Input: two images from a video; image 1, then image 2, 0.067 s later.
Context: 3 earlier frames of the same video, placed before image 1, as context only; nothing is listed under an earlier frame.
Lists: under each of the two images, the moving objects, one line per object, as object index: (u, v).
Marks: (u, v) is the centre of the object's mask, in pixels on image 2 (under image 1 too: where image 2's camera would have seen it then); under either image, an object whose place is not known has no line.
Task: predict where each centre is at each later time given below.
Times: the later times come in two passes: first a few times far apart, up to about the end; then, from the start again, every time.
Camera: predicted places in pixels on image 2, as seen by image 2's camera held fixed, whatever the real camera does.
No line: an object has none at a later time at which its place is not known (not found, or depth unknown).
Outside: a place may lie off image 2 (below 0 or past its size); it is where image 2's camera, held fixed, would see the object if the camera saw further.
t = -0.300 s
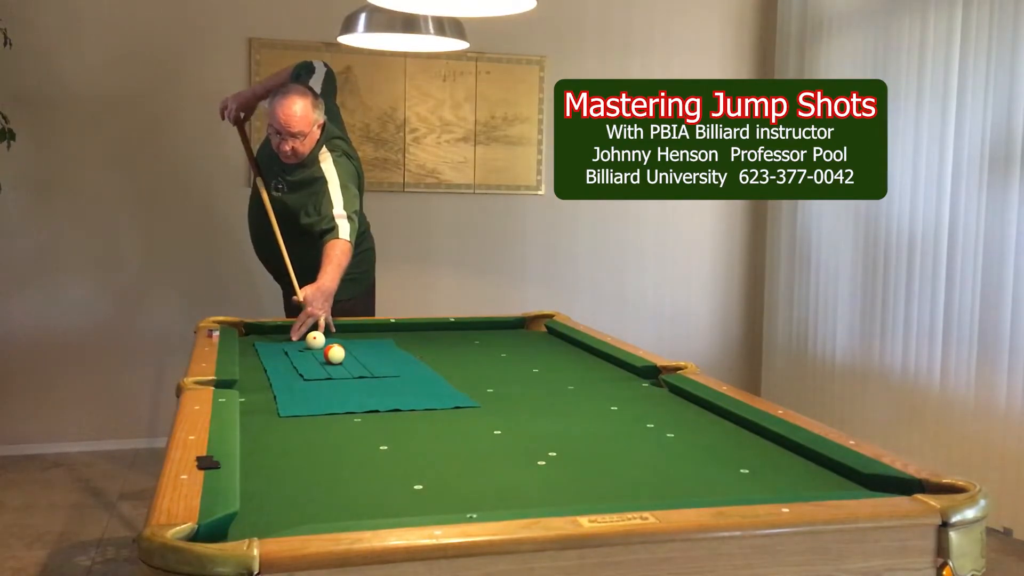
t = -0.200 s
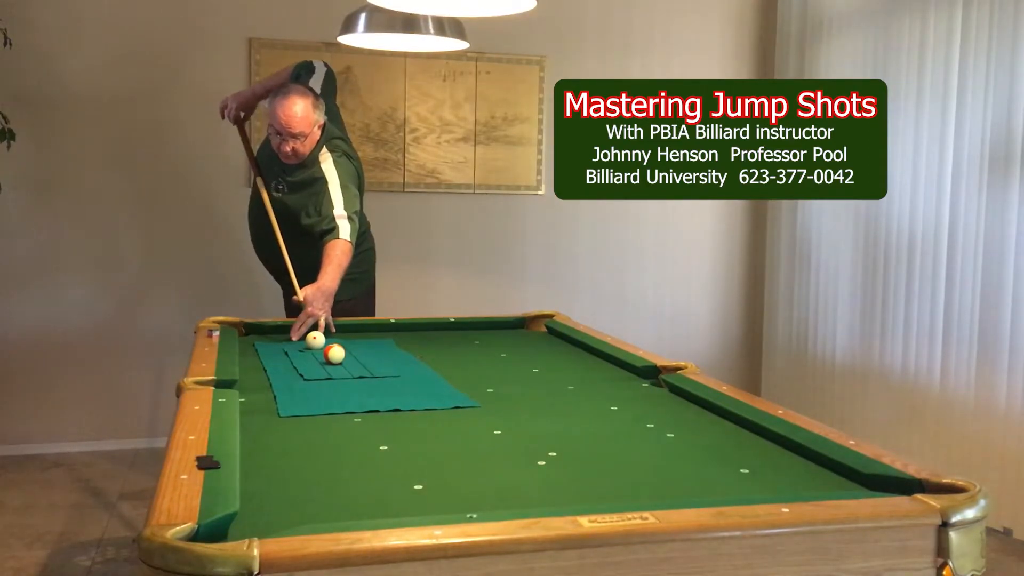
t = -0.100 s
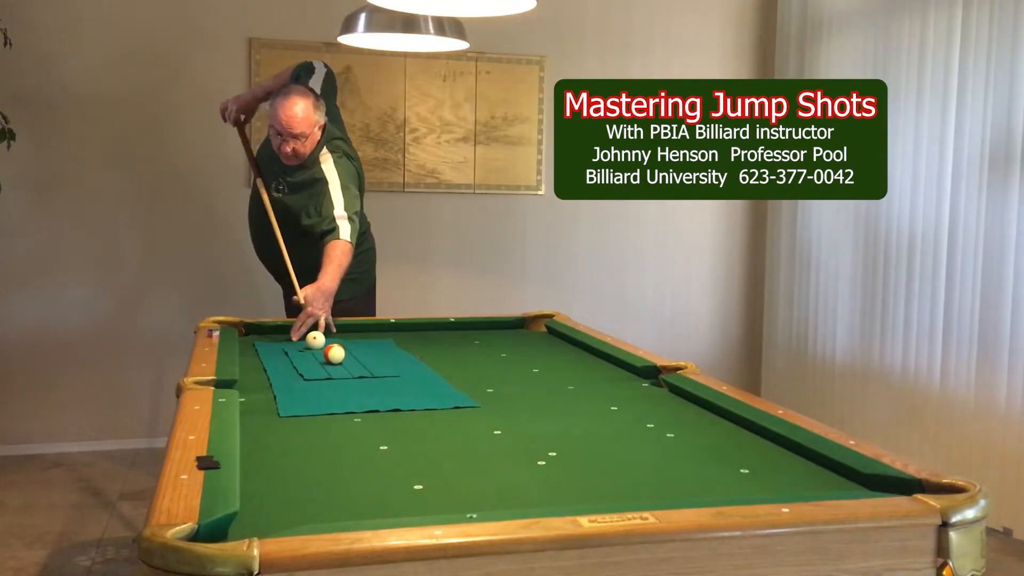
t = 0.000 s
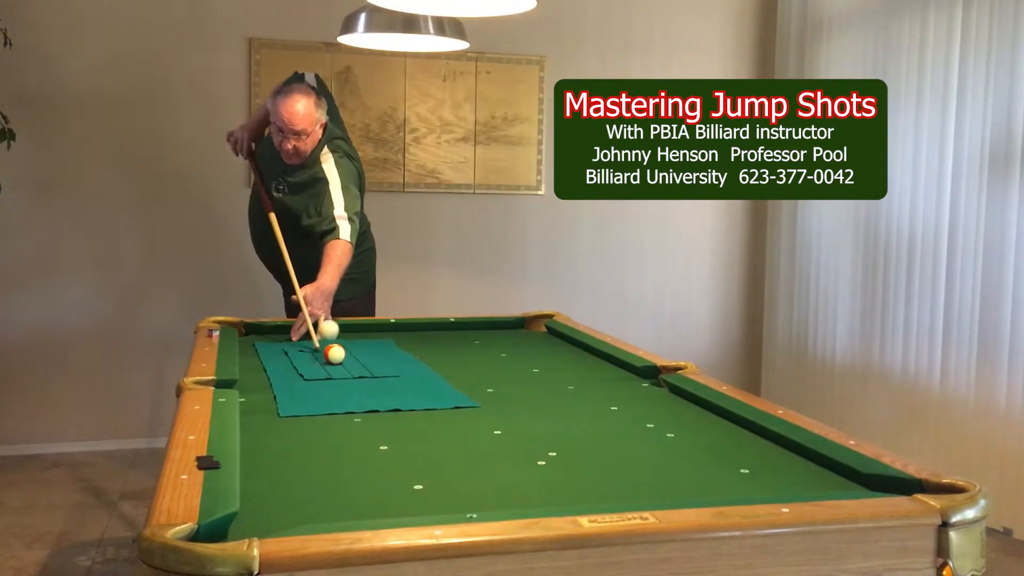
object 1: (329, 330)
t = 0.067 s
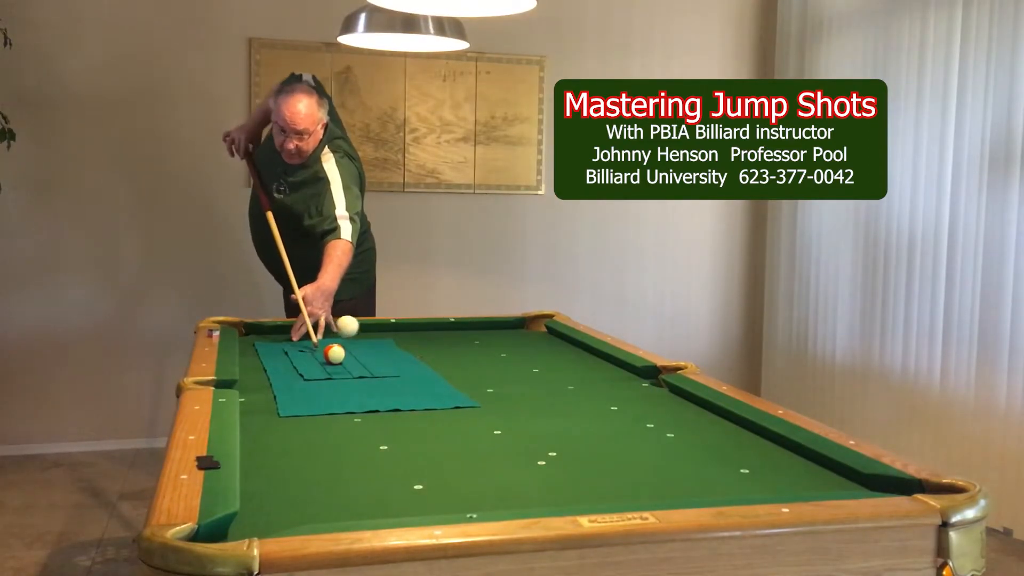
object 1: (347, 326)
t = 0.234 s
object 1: (409, 395)
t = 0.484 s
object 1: (551, 482)
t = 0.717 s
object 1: (529, 430)
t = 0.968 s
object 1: (492, 384)
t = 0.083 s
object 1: (352, 328)
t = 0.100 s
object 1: (358, 330)
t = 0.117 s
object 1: (364, 334)
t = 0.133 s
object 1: (370, 339)
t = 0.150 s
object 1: (375, 345)
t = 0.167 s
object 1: (382, 353)
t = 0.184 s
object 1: (388, 362)
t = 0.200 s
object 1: (395, 373)
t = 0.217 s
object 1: (402, 386)
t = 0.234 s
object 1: (409, 395)
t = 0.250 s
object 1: (416, 393)
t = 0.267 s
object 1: (423, 394)
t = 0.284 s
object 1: (430, 395)
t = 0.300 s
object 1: (438, 398)
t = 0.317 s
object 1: (446, 403)
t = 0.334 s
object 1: (455, 410)
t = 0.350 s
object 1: (463, 417)
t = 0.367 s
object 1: (472, 428)
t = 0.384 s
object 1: (482, 439)
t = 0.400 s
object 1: (492, 445)
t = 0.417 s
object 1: (503, 448)
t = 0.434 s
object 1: (514, 454)
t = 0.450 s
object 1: (526, 461)
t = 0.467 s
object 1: (538, 472)
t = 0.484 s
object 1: (551, 482)
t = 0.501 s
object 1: (564, 488)
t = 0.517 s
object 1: (578, 492)
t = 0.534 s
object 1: (584, 491)
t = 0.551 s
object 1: (580, 482)
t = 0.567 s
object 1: (573, 470)
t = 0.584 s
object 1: (567, 460)
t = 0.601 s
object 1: (562, 453)
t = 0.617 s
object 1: (557, 447)
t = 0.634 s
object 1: (551, 443)
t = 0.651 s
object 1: (546, 441)
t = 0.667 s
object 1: (542, 440)
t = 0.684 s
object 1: (537, 442)
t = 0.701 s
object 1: (533, 438)
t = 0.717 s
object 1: (529, 430)
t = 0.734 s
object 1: (525, 425)
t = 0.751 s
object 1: (522, 421)
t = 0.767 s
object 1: (519, 418)
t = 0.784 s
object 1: (515, 417)
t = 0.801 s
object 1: (513, 413)
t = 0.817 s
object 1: (510, 409)
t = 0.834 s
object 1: (507, 406)
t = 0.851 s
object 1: (505, 404)
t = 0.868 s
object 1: (502, 400)
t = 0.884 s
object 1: (500, 397)
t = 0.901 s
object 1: (499, 395)
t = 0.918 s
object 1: (497, 391)
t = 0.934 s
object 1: (495, 389)
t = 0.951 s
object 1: (493, 387)
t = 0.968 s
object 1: (492, 384)
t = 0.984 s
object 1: (491, 382)
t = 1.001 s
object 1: (489, 380)
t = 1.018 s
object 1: (488, 378)
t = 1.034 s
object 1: (487, 376)
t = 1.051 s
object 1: (486, 374)
